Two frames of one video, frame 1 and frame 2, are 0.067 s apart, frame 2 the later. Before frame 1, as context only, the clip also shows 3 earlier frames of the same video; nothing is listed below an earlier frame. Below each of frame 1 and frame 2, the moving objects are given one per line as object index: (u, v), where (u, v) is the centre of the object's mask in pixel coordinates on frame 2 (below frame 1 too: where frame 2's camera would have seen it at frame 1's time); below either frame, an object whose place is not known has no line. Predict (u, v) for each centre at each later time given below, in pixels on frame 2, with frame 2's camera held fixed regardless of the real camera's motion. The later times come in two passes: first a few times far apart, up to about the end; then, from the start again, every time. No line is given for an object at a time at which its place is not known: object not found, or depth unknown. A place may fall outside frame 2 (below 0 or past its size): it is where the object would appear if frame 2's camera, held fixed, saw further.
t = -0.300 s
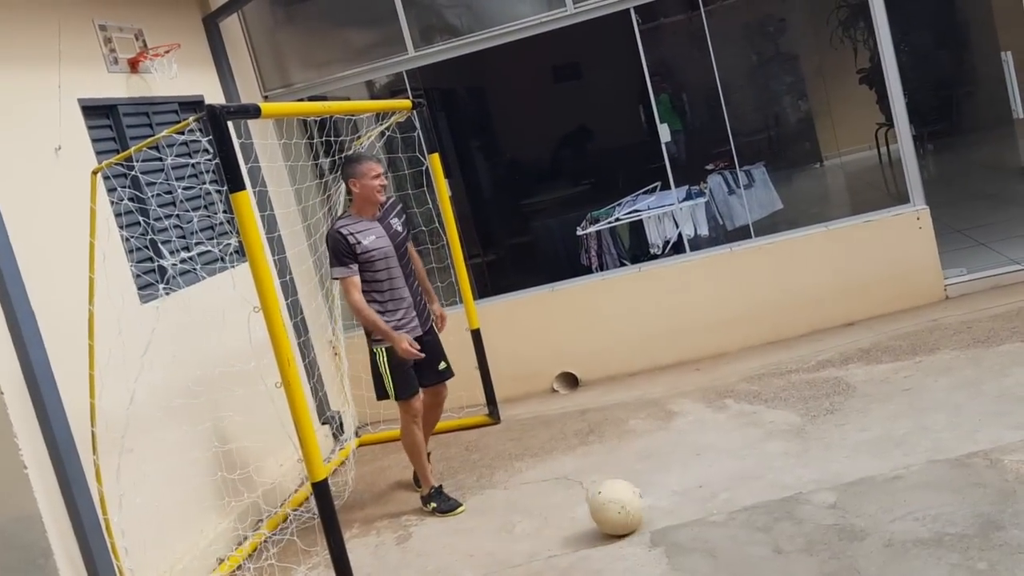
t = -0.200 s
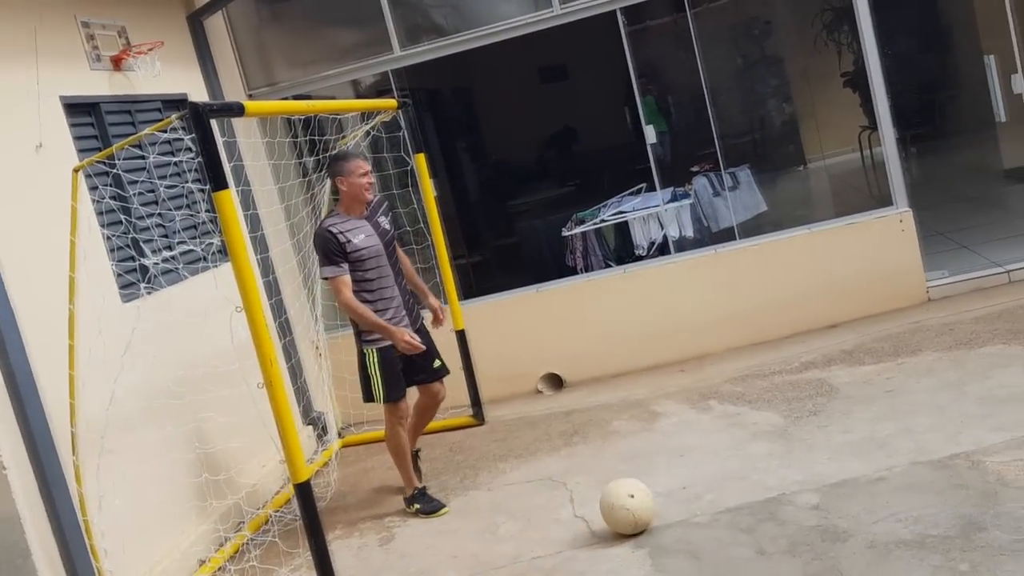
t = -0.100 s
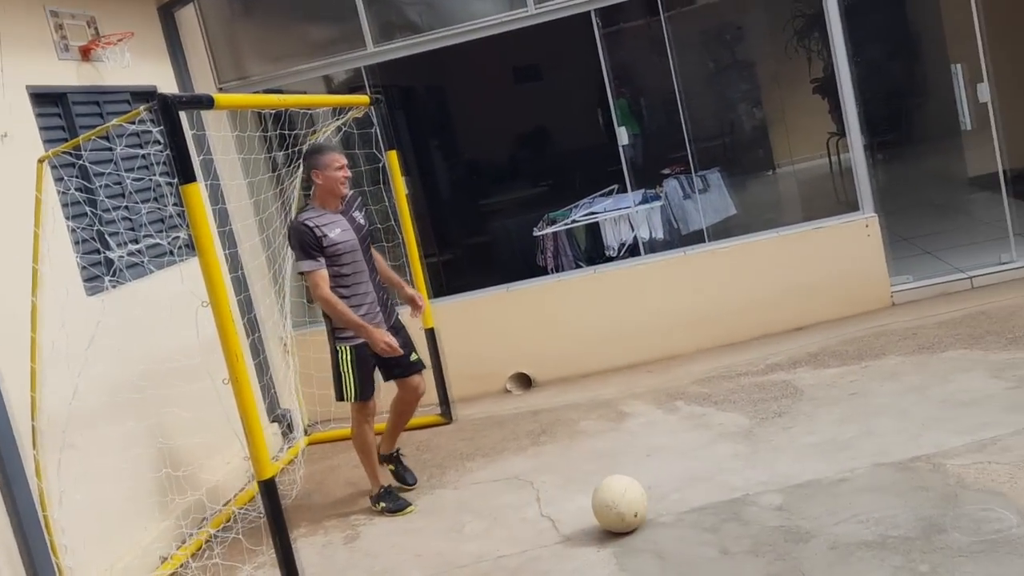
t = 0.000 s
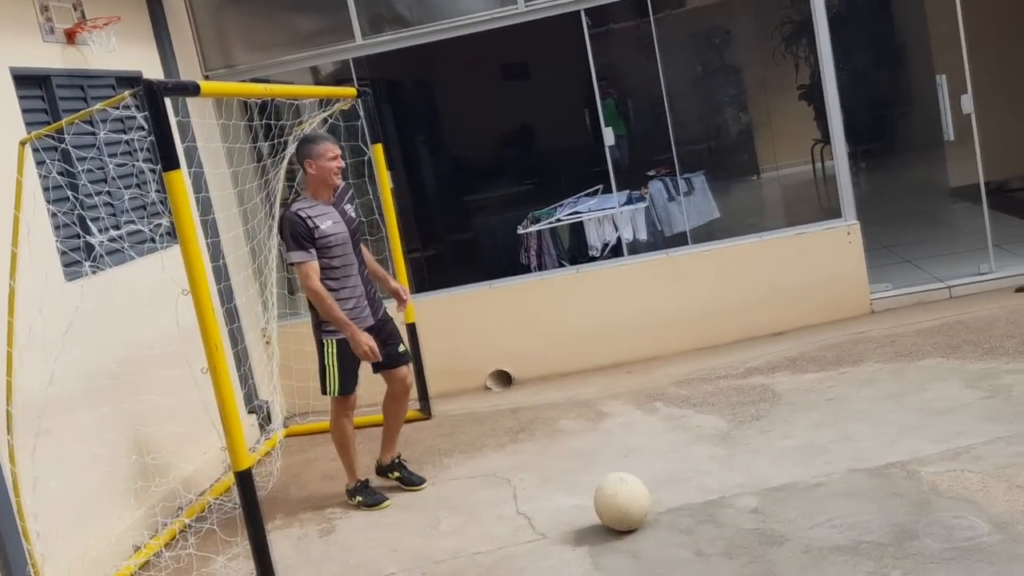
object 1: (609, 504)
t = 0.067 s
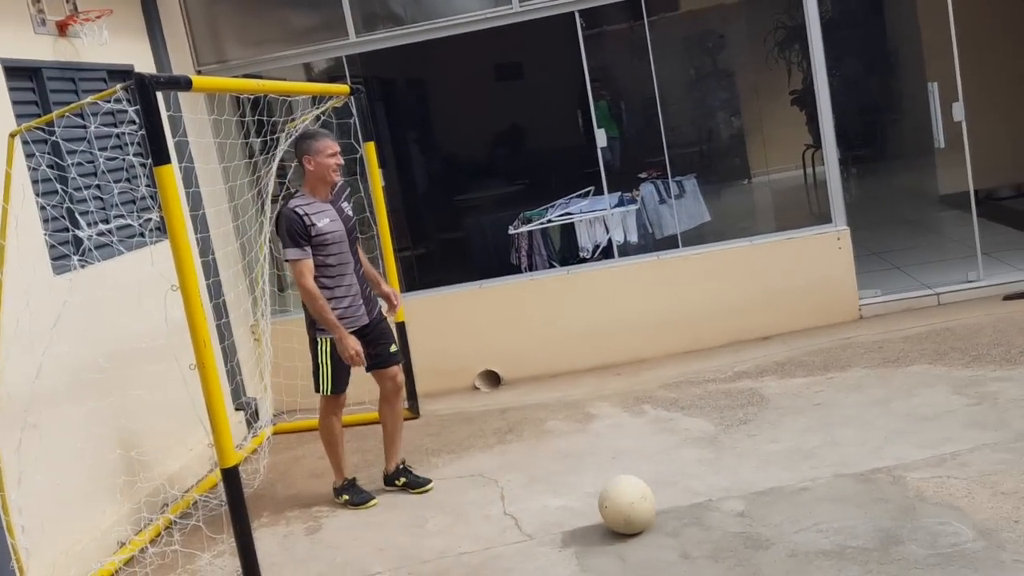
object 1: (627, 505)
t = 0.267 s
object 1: (680, 503)
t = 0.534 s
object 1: (743, 500)
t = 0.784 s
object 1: (798, 495)
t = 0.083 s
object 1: (631, 505)
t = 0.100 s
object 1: (636, 505)
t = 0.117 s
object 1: (640, 505)
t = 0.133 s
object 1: (645, 504)
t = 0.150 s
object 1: (649, 504)
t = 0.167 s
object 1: (654, 505)
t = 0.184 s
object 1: (658, 504)
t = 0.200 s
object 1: (663, 504)
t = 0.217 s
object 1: (667, 503)
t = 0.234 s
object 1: (671, 504)
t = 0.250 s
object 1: (675, 504)
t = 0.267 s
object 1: (680, 503)
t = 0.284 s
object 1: (684, 503)
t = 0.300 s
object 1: (688, 503)
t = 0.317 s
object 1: (692, 503)
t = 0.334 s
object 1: (696, 502)
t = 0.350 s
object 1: (700, 501)
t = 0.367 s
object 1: (704, 501)
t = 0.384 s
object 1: (708, 502)
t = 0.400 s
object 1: (712, 502)
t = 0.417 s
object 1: (716, 500)
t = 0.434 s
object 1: (720, 500)
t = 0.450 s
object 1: (724, 500)
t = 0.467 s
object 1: (727, 501)
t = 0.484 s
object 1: (732, 500)
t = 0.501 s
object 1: (736, 499)
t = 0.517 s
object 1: (739, 500)
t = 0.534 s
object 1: (743, 500)
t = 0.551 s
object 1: (747, 499)
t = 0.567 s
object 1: (751, 498)
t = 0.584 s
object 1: (754, 497)
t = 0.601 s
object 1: (758, 497)
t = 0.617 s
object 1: (762, 498)
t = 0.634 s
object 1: (766, 498)
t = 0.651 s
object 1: (769, 497)
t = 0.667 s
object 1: (773, 496)
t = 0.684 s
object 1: (776, 496)
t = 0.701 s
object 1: (780, 496)
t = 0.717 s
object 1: (784, 496)
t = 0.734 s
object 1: (788, 495)
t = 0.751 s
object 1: (791, 495)
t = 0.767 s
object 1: (795, 495)
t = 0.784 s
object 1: (798, 495)
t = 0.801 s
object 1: (802, 494)
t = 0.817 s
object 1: (806, 494)
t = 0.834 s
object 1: (809, 494)
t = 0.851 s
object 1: (812, 493)
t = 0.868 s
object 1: (815, 492)
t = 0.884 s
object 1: (819, 492)
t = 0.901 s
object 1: (822, 492)
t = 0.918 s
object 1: (825, 491)
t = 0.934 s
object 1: (829, 491)
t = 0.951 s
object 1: (832, 491)
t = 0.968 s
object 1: (835, 491)
